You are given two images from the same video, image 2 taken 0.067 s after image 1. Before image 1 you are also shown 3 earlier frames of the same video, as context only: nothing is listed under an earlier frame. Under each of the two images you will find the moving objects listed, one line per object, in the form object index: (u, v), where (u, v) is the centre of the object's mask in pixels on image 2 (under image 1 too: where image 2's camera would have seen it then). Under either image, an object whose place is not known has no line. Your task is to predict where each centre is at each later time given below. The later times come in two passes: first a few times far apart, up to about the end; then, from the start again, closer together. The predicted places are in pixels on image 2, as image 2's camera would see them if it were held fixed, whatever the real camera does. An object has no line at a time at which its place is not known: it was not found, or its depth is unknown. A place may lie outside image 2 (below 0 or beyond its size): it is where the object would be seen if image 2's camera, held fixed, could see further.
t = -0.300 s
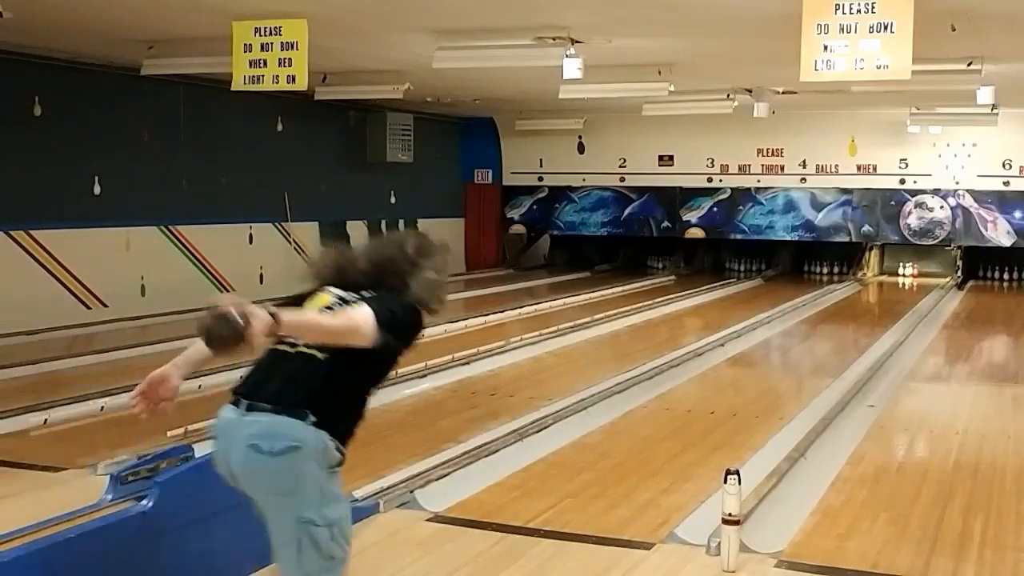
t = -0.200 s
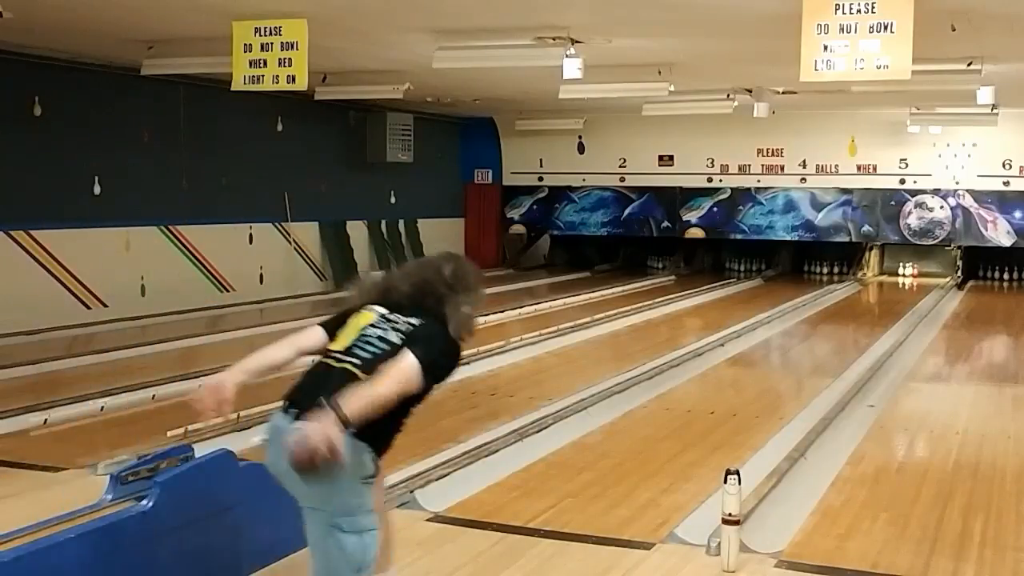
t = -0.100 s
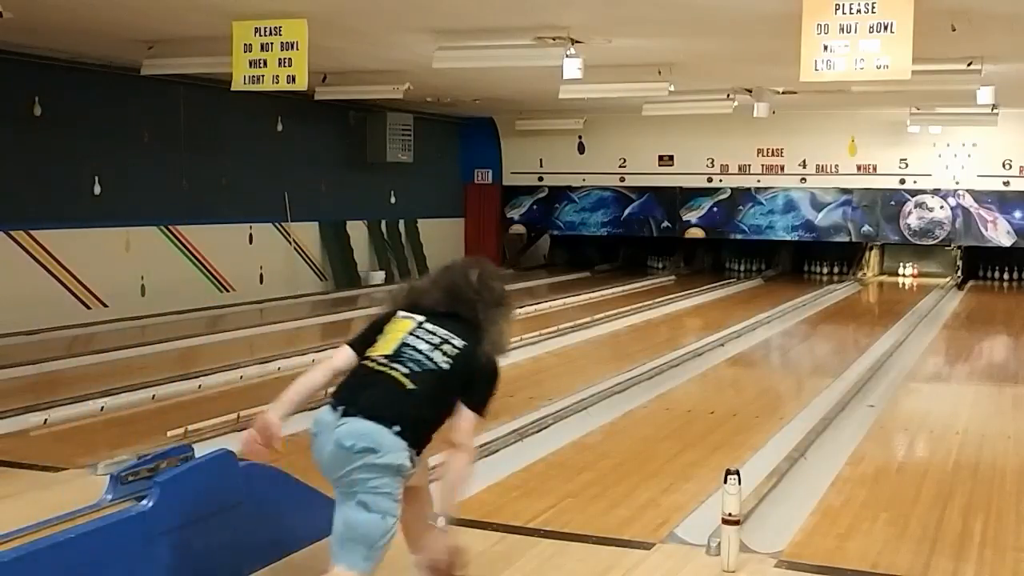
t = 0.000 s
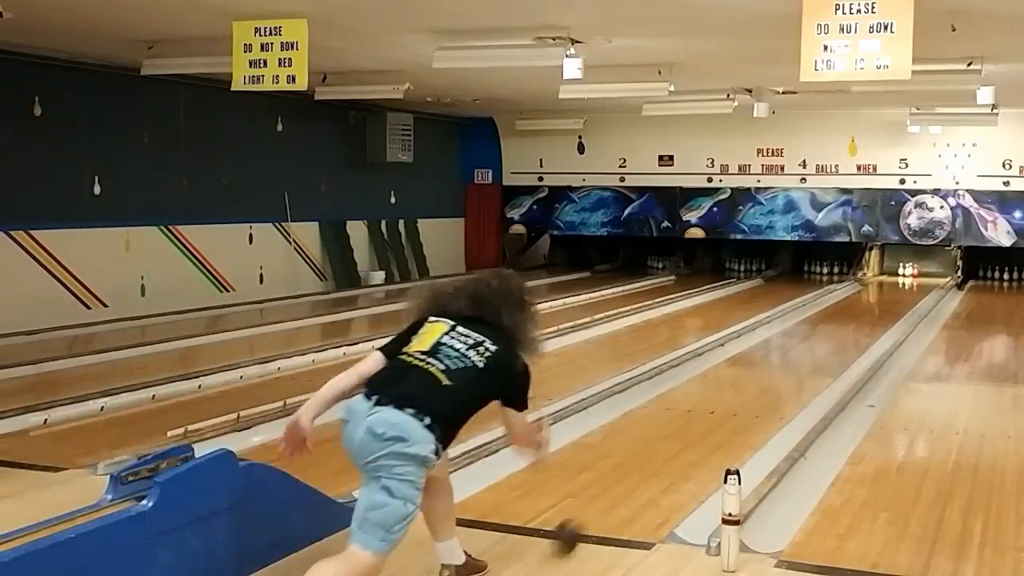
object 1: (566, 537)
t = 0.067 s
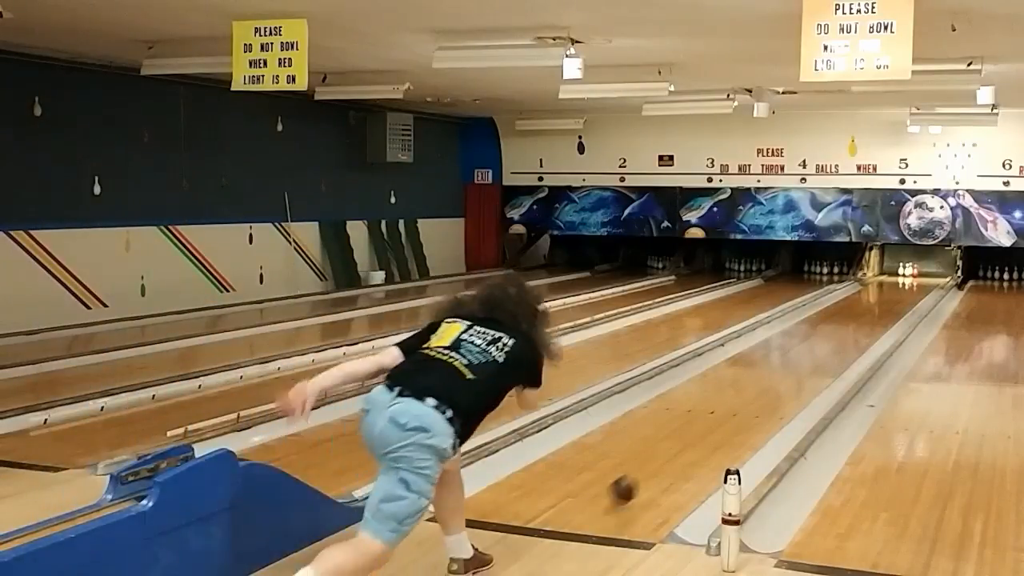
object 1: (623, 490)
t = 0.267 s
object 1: (727, 415)
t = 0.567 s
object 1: (807, 354)
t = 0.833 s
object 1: (845, 325)
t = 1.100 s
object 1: (871, 305)
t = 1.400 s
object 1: (890, 290)
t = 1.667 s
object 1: (903, 282)
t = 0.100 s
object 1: (645, 475)
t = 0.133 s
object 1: (665, 462)
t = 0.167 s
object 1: (683, 448)
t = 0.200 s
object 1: (700, 436)
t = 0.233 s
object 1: (714, 425)
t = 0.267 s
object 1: (727, 415)
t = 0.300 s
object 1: (739, 406)
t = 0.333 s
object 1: (751, 397)
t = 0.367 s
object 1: (760, 390)
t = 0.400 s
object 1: (769, 383)
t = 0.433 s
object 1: (778, 376)
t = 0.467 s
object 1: (786, 370)
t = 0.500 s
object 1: (793, 365)
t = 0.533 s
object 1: (800, 360)
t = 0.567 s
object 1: (807, 354)
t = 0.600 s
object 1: (812, 350)
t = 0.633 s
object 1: (818, 346)
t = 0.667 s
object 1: (823, 341)
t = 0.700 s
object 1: (828, 338)
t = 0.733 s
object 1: (833, 334)
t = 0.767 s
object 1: (837, 331)
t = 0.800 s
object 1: (842, 328)
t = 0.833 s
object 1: (845, 325)
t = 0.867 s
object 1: (850, 322)
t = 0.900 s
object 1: (853, 319)
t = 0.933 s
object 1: (856, 317)
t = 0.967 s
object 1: (860, 314)
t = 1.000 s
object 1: (863, 311)
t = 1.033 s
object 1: (866, 309)
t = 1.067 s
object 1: (868, 307)
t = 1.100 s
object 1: (871, 305)
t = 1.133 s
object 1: (873, 303)
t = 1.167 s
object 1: (876, 301)
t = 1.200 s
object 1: (878, 300)
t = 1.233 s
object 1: (880, 298)
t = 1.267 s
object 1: (883, 296)
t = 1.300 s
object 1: (884, 295)
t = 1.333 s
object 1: (886, 293)
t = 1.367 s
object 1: (888, 292)
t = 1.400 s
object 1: (890, 290)
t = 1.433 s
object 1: (892, 289)
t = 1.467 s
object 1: (893, 288)
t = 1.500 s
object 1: (895, 286)
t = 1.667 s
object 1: (903, 282)
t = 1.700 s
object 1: (903, 281)
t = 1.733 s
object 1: (904, 280)
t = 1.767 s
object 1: (905, 278)
